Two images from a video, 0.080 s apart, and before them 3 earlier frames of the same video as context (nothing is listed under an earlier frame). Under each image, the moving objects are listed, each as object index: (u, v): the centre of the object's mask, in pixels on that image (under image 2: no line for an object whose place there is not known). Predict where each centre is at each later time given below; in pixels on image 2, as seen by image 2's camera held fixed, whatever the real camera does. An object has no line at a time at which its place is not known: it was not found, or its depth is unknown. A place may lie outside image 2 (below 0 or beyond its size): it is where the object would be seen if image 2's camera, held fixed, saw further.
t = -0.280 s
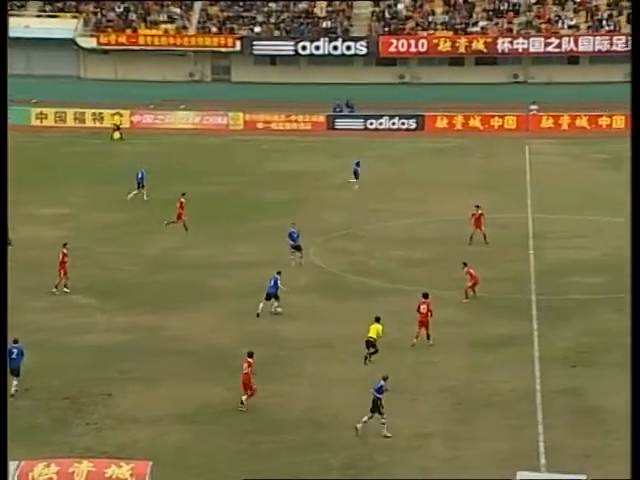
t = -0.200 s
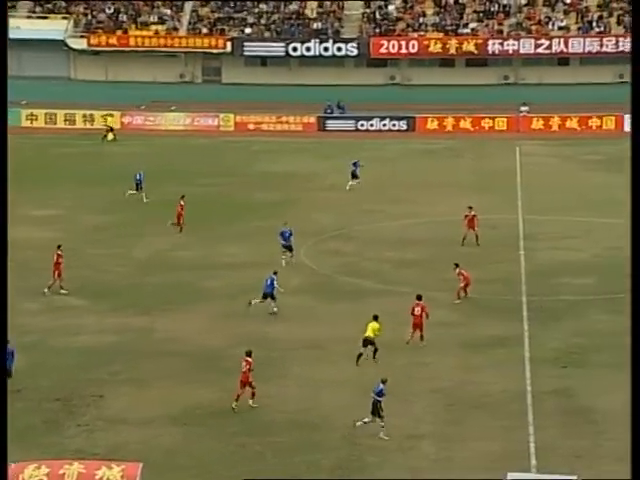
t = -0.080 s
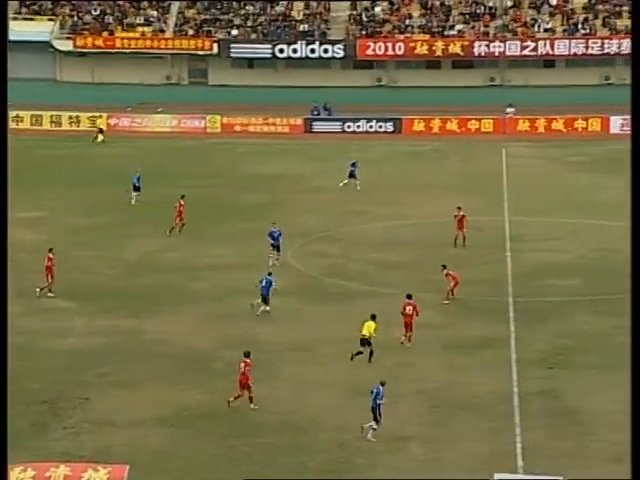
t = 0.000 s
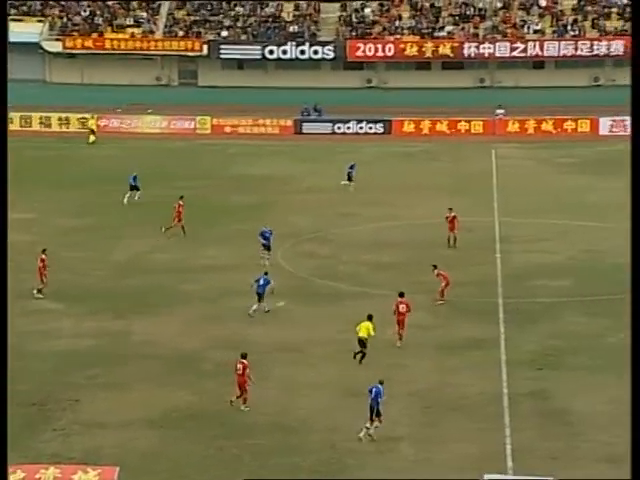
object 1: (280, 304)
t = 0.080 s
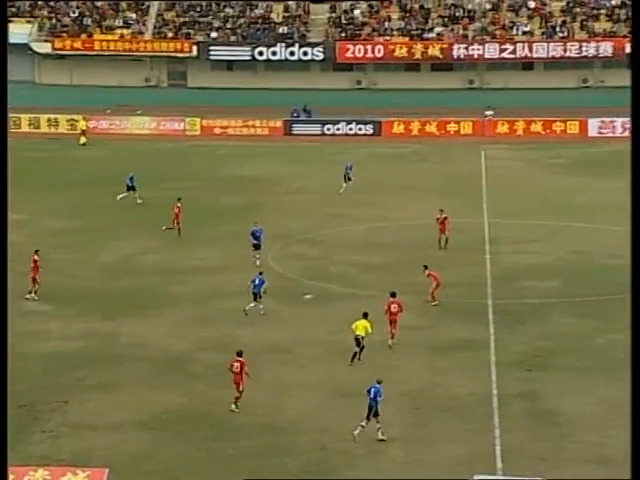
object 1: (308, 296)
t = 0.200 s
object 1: (364, 286)
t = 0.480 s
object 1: (490, 277)
